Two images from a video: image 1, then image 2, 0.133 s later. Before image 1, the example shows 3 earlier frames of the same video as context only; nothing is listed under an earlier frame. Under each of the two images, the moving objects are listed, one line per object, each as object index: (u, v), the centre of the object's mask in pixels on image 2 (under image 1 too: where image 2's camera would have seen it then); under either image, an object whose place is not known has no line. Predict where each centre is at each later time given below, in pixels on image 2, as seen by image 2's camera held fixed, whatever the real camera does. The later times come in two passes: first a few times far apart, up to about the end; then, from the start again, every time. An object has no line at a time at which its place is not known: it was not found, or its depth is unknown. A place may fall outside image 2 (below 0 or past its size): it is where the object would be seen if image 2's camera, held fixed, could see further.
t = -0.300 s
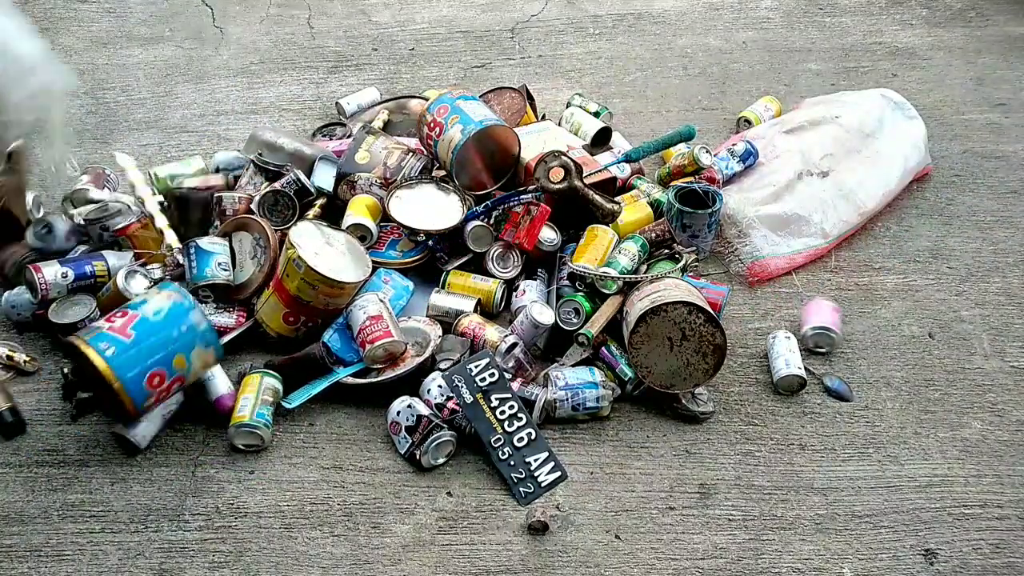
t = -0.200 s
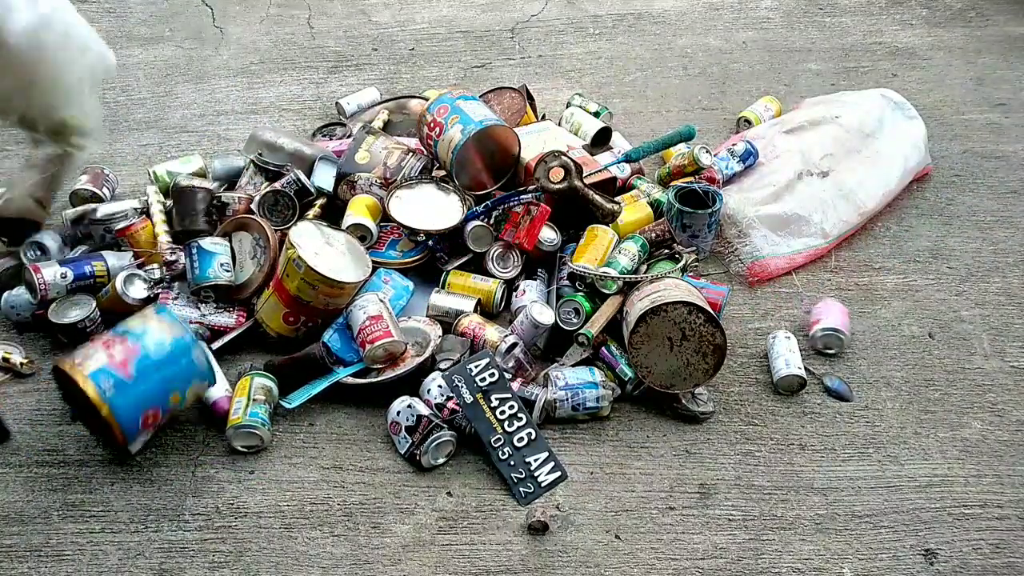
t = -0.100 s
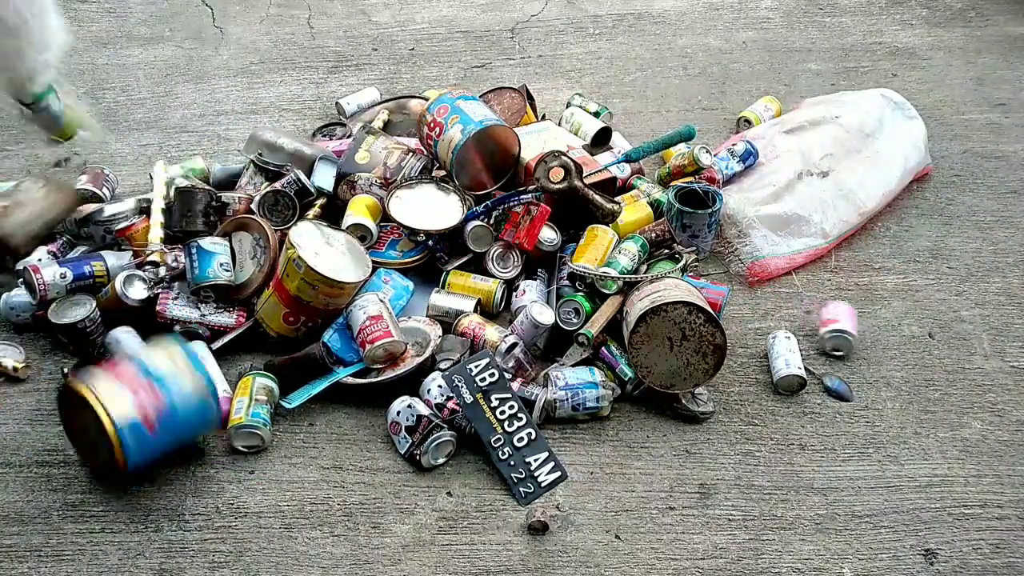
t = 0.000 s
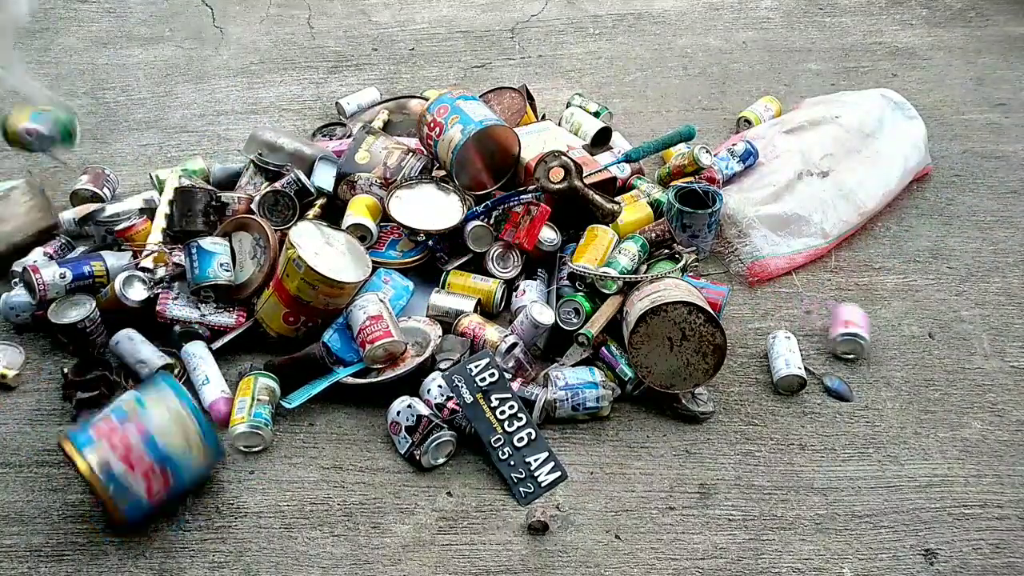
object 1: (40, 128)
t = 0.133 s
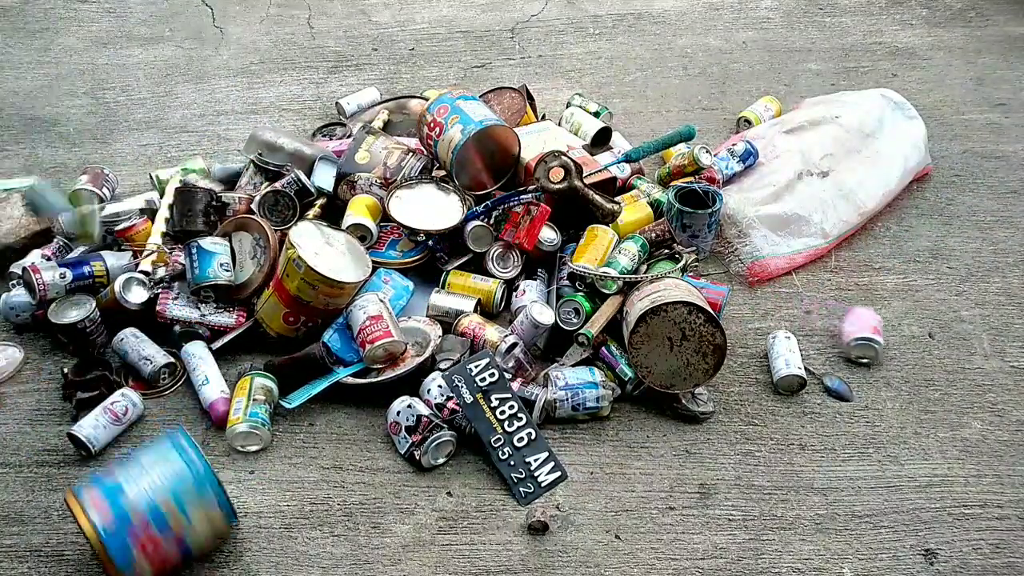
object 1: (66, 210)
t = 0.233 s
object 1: (104, 242)
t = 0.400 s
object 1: (138, 360)
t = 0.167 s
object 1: (79, 225)
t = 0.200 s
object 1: (89, 230)
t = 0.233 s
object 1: (104, 242)
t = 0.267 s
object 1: (120, 265)
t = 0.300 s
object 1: (138, 299)
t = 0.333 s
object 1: (141, 315)
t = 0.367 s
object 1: (139, 331)
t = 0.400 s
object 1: (138, 360)
